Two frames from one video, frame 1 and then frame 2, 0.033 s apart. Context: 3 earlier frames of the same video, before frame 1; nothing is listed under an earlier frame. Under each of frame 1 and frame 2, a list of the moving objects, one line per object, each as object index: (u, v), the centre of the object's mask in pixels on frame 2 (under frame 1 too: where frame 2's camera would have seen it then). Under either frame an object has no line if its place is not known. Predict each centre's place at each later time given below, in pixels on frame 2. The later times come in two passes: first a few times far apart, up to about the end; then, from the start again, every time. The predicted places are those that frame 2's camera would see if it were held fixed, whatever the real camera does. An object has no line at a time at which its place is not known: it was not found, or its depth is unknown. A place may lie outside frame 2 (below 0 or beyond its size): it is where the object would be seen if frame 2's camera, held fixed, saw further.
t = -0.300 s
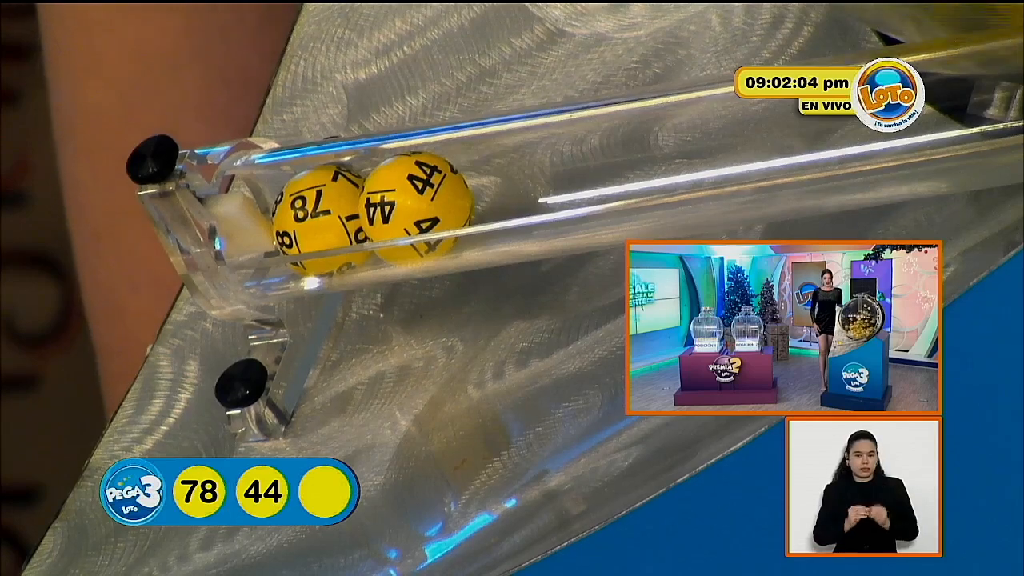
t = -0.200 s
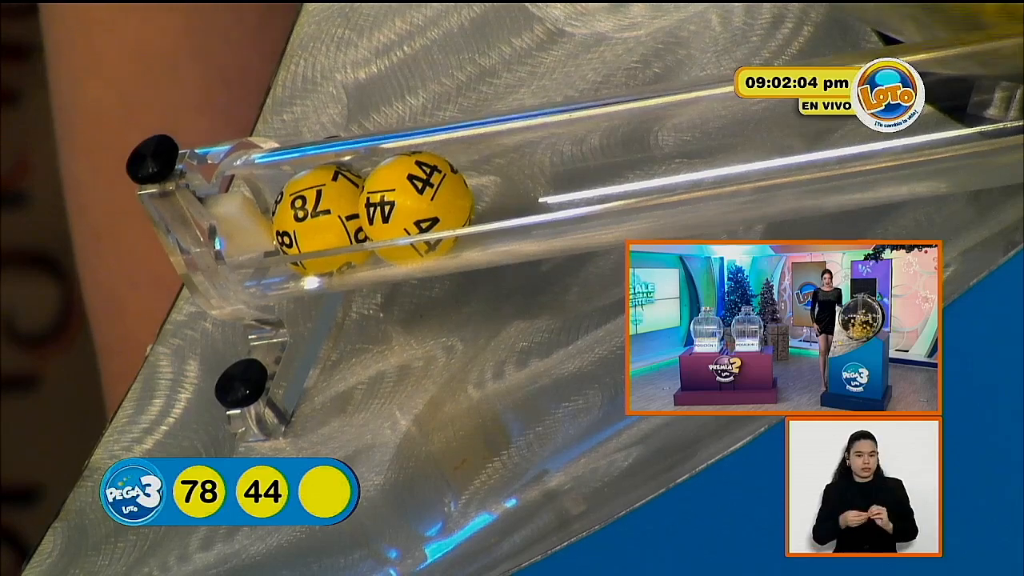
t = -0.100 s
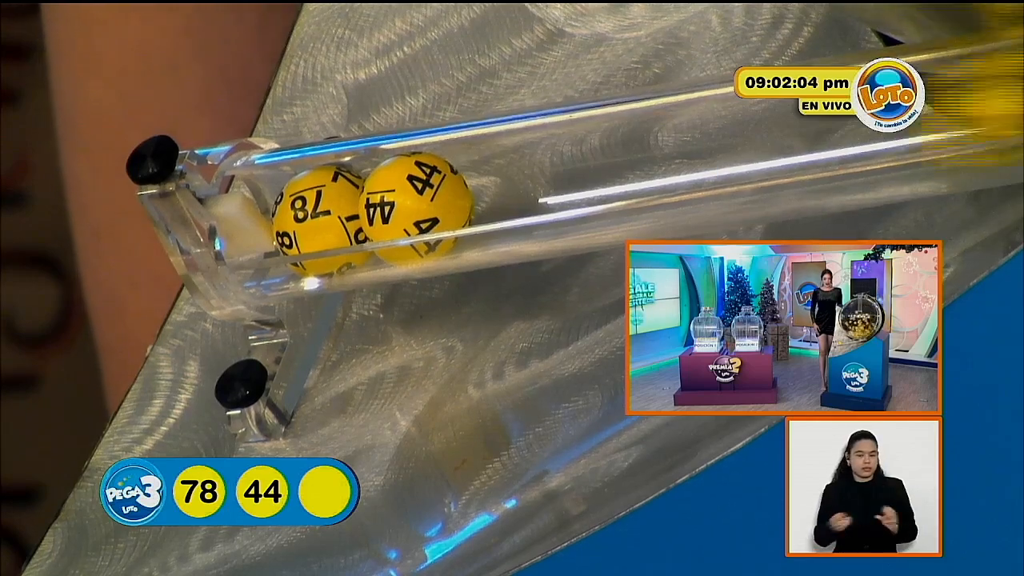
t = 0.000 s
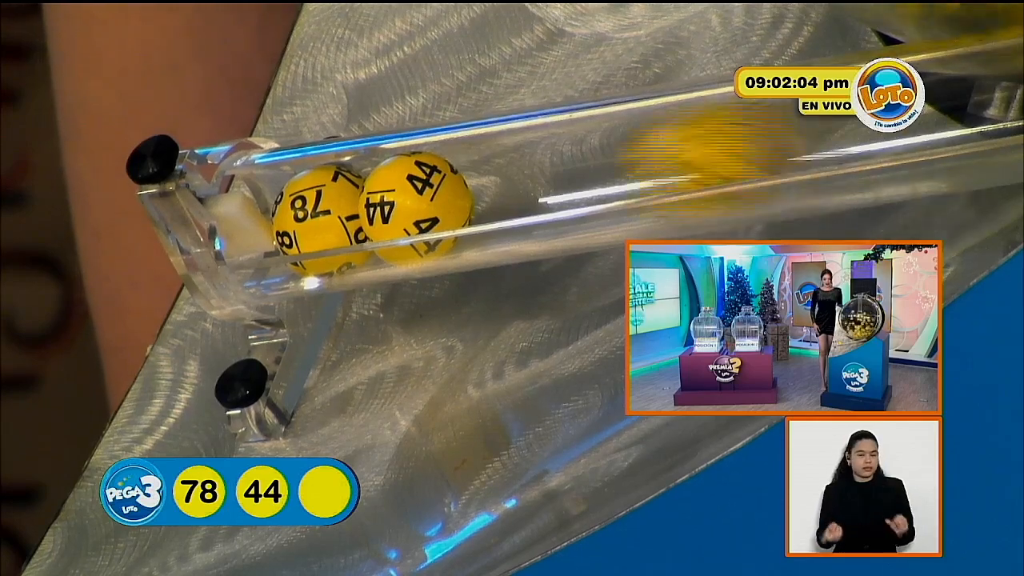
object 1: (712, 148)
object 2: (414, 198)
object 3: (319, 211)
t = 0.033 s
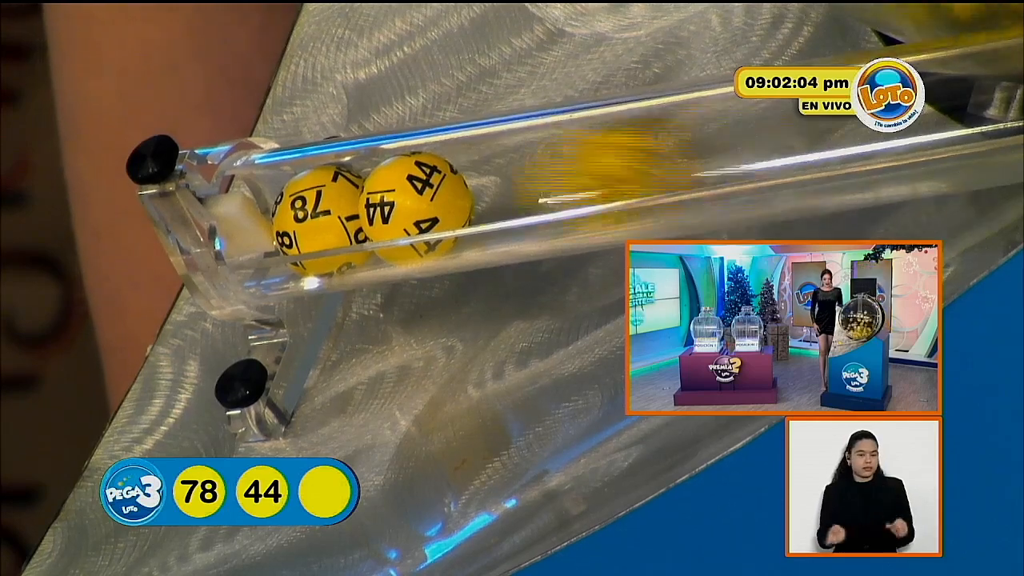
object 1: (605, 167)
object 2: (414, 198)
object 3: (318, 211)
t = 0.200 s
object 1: (576, 171)
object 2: (445, 193)
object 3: (328, 210)
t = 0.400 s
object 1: (503, 183)
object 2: (407, 197)
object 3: (319, 210)
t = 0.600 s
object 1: (502, 183)
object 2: (406, 198)
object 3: (319, 210)
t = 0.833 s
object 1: (502, 183)
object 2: (406, 197)
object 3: (319, 211)
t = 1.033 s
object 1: (502, 183)
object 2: (406, 197)
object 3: (319, 211)
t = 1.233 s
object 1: (502, 183)
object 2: (406, 197)
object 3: (319, 211)
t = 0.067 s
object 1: (514, 182)
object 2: (408, 197)
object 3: (319, 211)
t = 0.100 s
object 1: (529, 174)
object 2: (423, 192)
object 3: (328, 206)
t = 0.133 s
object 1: (559, 172)
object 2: (434, 194)
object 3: (335, 207)
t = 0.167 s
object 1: (572, 171)
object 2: (439, 193)
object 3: (335, 208)
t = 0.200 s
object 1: (576, 171)
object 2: (445, 193)
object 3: (328, 210)
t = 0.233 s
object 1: (575, 171)
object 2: (441, 194)
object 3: (330, 210)
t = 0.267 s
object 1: (563, 173)
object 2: (438, 194)
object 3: (328, 210)
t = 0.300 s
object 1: (551, 175)
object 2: (434, 194)
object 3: (326, 211)
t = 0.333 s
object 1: (536, 178)
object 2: (423, 196)
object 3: (322, 211)
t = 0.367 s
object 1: (516, 181)
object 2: (411, 197)
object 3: (320, 210)
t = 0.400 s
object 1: (503, 183)
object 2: (407, 197)
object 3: (319, 210)
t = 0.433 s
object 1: (502, 183)
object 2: (407, 197)
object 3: (319, 210)
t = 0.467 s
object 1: (502, 184)
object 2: (406, 198)
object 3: (319, 210)
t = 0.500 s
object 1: (502, 183)
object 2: (406, 198)
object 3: (319, 210)
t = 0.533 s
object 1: (502, 184)
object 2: (406, 198)
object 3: (319, 211)
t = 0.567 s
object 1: (502, 184)
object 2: (406, 198)
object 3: (319, 211)
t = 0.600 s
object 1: (502, 183)
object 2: (406, 198)
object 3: (319, 210)
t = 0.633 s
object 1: (502, 183)
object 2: (406, 198)
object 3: (319, 211)
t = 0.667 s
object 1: (502, 183)
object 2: (406, 198)
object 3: (319, 211)
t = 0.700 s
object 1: (502, 183)
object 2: (406, 197)
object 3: (319, 211)
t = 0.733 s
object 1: (502, 183)
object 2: (406, 198)
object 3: (319, 211)
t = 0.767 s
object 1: (502, 183)
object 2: (406, 198)
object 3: (319, 211)
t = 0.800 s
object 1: (502, 184)
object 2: (406, 198)
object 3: (319, 211)
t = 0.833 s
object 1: (502, 183)
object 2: (406, 197)
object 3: (319, 211)
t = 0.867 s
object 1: (502, 183)
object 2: (406, 197)
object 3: (319, 211)
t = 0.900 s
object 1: (502, 183)
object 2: (406, 198)
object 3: (319, 211)
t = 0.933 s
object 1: (502, 183)
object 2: (406, 197)
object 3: (319, 210)
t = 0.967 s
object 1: (502, 183)
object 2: (406, 197)
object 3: (319, 211)
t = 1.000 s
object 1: (502, 183)
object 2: (406, 197)
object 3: (319, 211)
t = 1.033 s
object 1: (502, 183)
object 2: (406, 197)
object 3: (319, 211)
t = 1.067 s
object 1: (502, 183)
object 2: (406, 197)
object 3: (319, 211)
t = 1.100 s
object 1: (502, 183)
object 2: (406, 197)
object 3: (319, 211)
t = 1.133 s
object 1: (502, 183)
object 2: (406, 197)
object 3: (319, 211)
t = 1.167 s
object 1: (502, 183)
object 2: (406, 197)
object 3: (319, 211)
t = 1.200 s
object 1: (502, 183)
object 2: (406, 197)
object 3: (319, 211)
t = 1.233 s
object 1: (502, 183)
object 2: (406, 197)
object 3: (319, 211)
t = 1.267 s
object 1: (502, 183)
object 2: (406, 197)
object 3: (319, 211)
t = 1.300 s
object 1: (502, 183)
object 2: (406, 197)
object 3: (319, 211)
